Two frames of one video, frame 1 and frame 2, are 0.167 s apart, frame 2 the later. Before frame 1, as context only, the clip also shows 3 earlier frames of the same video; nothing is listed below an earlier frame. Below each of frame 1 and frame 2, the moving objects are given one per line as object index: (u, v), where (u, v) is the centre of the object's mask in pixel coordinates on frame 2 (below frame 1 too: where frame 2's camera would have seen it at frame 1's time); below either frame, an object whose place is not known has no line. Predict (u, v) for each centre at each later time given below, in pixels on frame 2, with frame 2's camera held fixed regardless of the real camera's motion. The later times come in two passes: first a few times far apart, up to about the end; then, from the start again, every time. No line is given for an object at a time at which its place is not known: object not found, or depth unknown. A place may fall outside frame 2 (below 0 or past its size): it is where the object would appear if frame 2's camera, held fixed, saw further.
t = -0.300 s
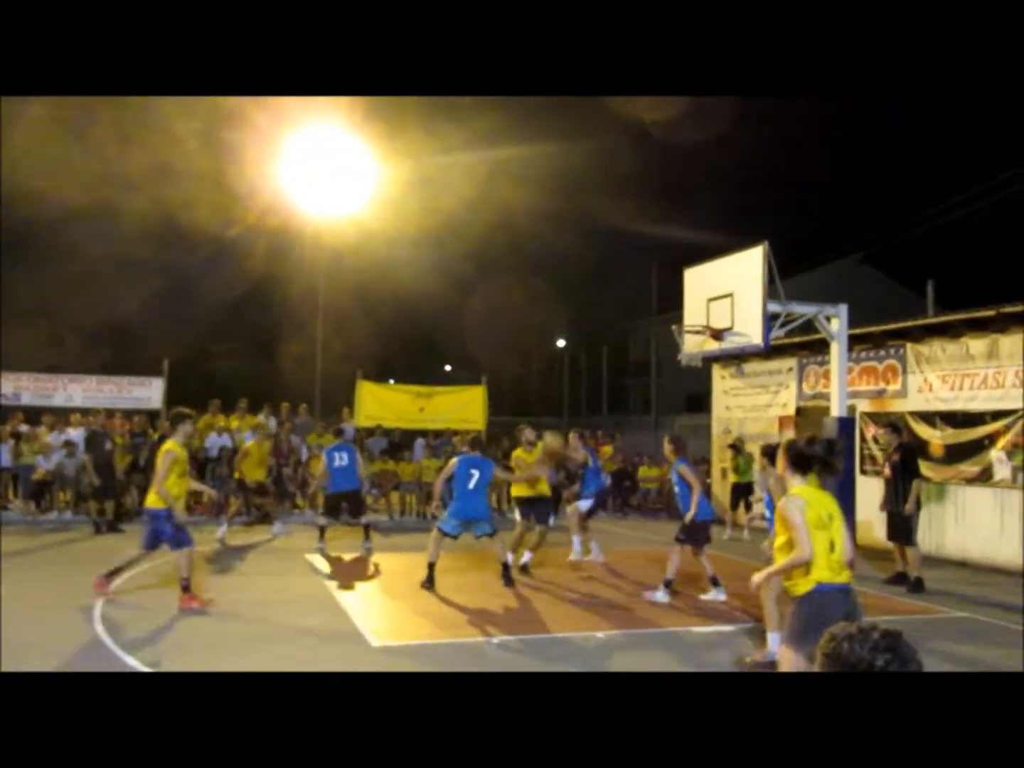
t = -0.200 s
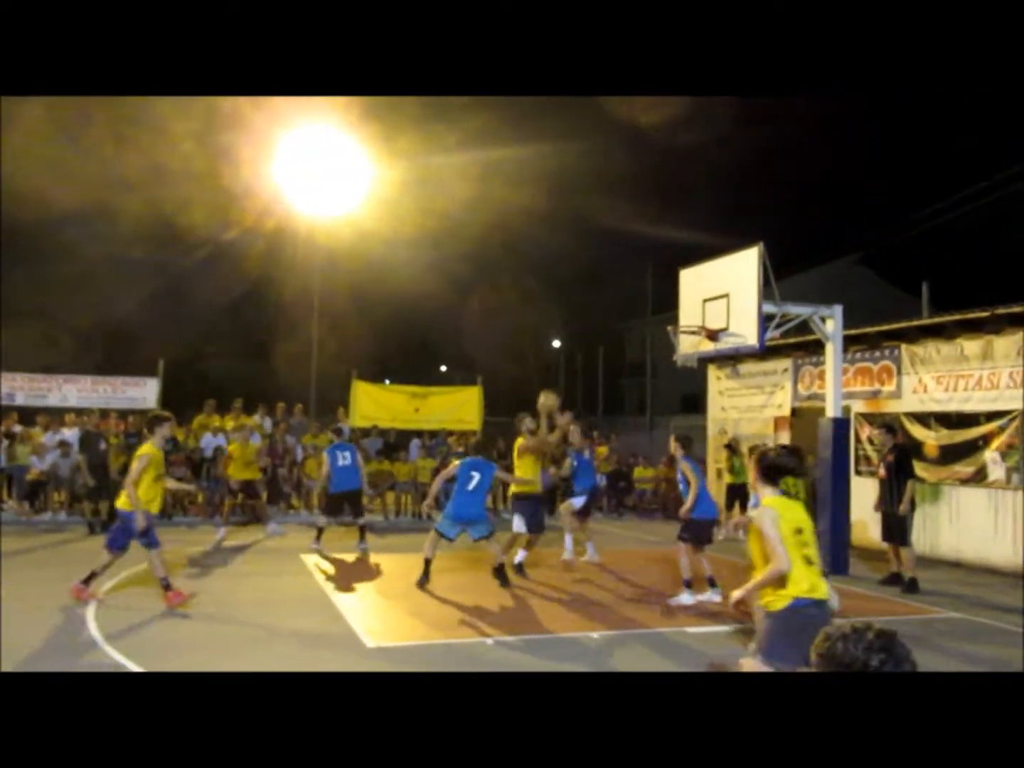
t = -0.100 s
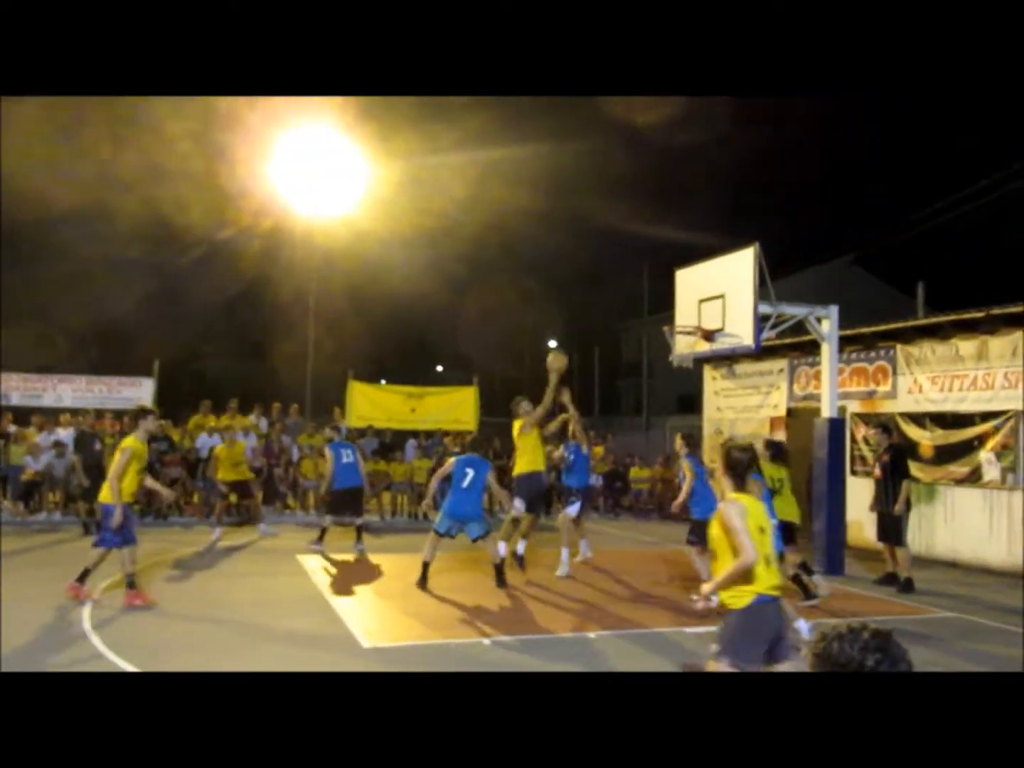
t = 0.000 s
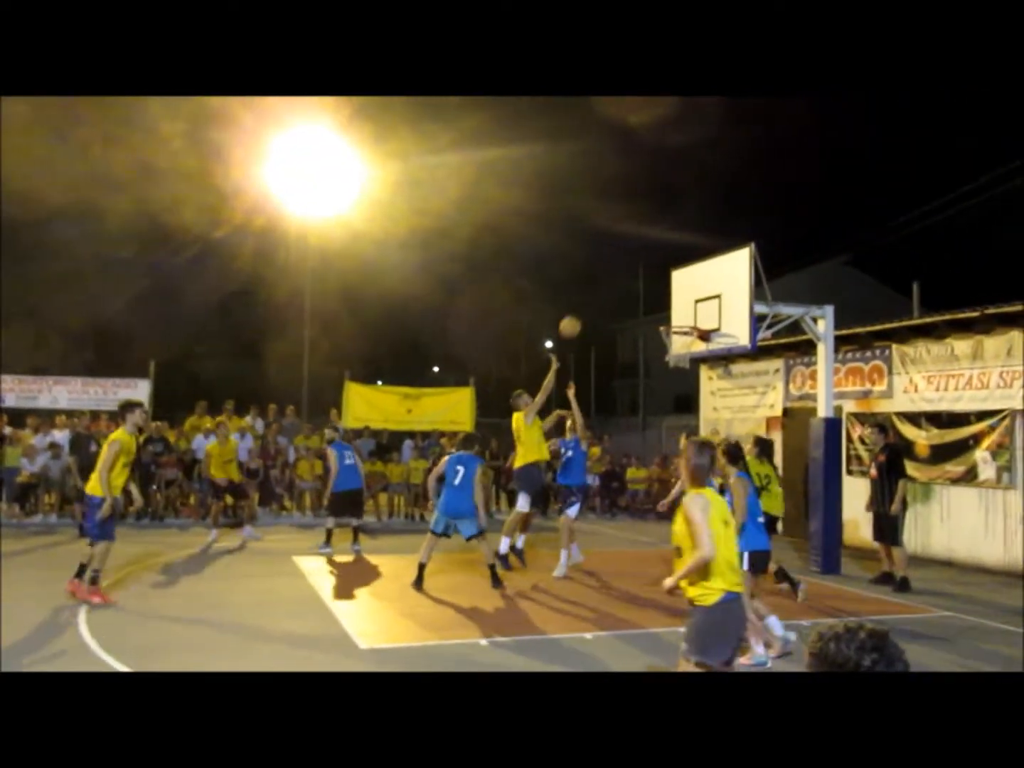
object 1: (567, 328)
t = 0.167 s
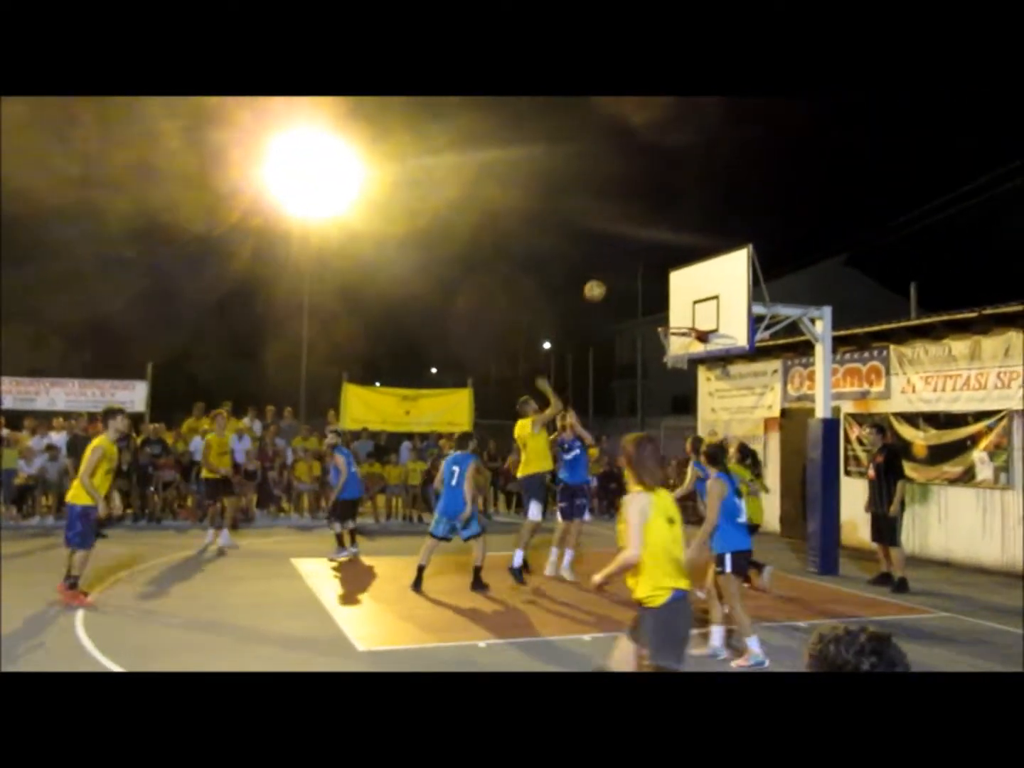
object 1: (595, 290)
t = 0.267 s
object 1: (609, 280)
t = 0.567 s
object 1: (653, 295)
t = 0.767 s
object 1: (674, 313)
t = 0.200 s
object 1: (599, 286)
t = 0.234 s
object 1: (605, 282)
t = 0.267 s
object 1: (609, 280)
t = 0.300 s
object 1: (615, 278)
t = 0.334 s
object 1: (619, 277)
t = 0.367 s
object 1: (624, 277)
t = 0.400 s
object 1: (629, 278)
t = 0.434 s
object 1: (633, 280)
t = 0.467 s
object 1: (638, 283)
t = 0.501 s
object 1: (643, 286)
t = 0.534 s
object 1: (648, 290)
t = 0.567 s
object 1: (653, 295)
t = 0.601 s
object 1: (657, 301)
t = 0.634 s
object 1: (660, 308)
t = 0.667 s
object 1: (665, 316)
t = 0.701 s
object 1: (668, 323)
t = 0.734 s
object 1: (671, 318)
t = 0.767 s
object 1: (674, 313)
